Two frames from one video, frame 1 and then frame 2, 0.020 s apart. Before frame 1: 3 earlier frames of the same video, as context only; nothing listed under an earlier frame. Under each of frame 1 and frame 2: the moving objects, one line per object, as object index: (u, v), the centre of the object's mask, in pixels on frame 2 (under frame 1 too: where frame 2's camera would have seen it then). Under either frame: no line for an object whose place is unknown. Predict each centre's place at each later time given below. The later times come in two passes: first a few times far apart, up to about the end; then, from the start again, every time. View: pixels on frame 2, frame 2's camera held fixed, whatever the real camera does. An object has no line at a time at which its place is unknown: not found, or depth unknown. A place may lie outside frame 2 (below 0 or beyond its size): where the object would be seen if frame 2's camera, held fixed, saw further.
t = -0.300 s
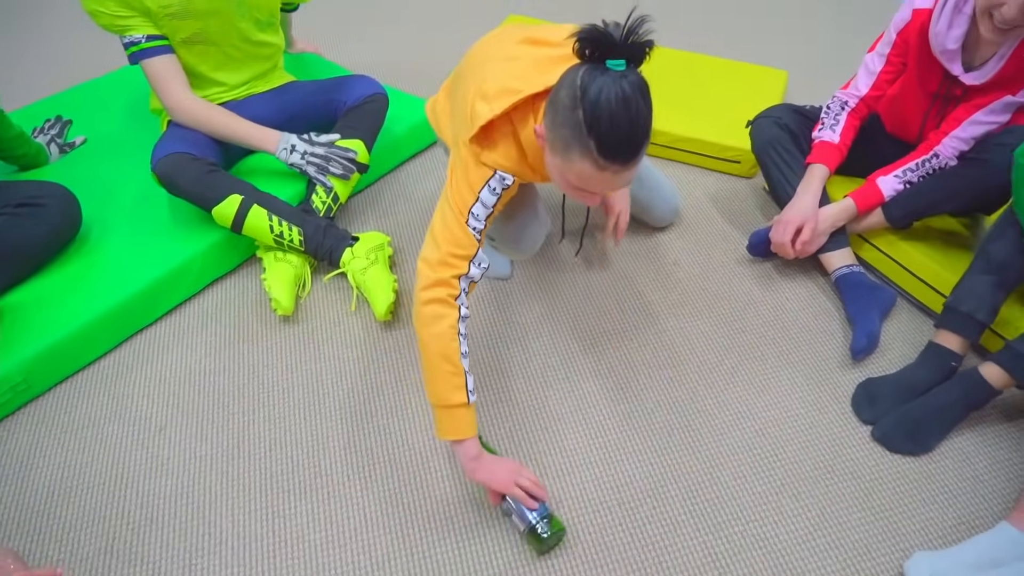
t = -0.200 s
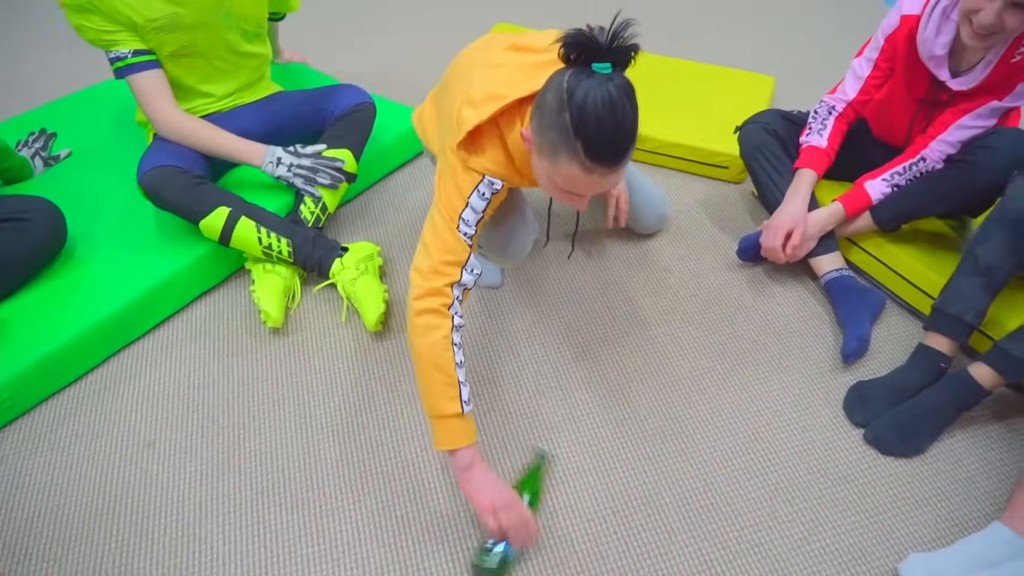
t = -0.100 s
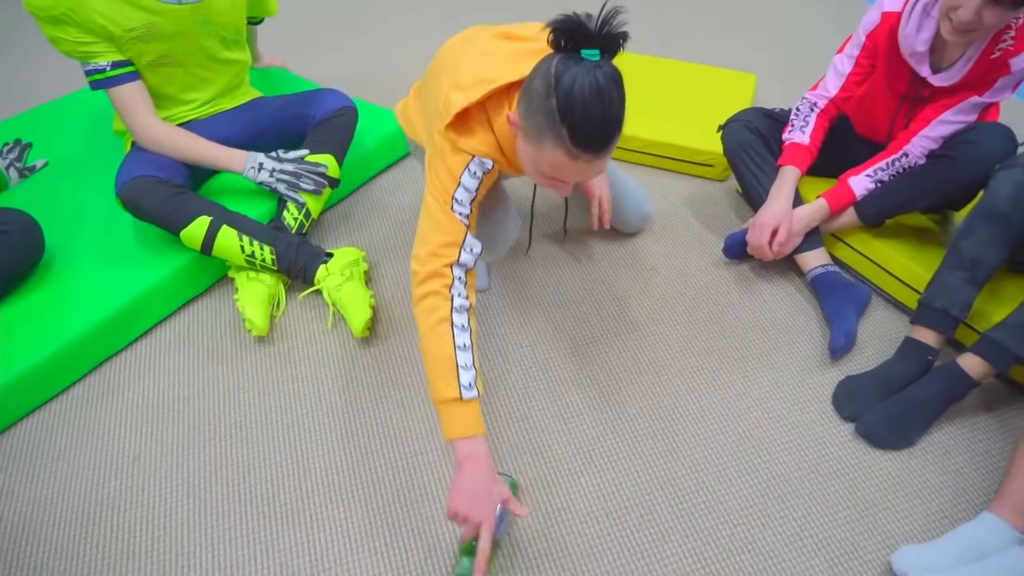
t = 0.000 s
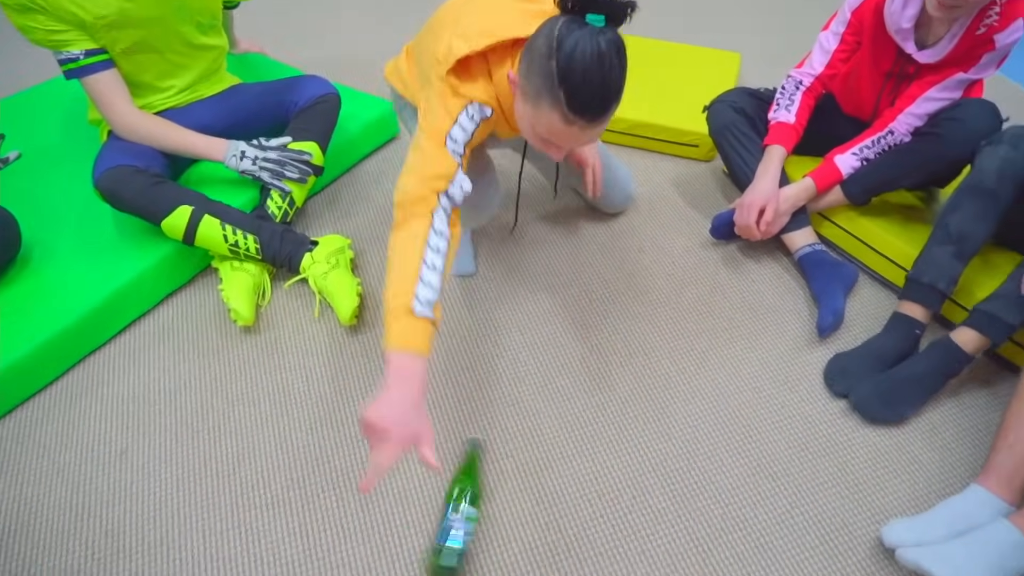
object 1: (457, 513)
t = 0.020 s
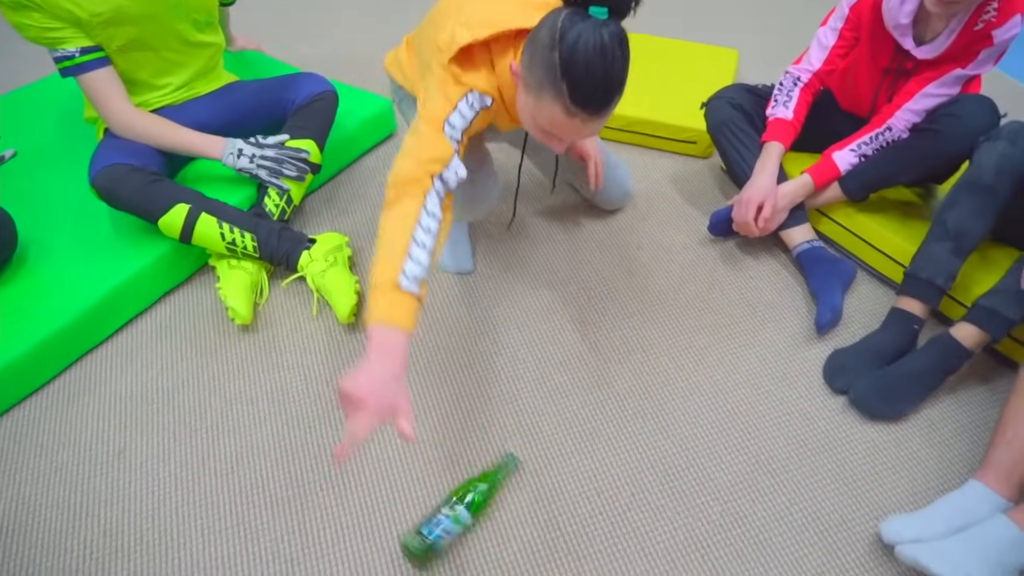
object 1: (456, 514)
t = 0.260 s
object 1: (437, 519)
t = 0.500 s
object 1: (428, 526)
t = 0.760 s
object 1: (425, 528)
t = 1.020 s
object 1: (429, 540)
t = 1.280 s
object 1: (426, 529)
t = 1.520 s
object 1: (430, 531)
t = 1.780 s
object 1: (437, 532)
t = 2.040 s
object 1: (439, 552)
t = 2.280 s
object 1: (433, 561)
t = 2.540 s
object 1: (438, 556)
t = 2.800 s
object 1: (445, 552)
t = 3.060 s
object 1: (444, 549)
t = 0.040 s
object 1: (458, 515)
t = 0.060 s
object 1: (456, 517)
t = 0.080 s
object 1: (451, 521)
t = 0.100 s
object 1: (446, 519)
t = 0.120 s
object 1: (440, 522)
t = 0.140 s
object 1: (434, 523)
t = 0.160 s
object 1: (433, 519)
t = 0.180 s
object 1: (434, 516)
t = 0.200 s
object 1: (436, 516)
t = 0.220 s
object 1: (436, 519)
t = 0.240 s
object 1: (435, 519)
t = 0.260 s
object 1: (437, 519)
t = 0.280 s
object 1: (437, 521)
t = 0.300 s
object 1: (436, 524)
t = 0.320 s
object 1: (434, 527)
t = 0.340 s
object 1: (431, 530)
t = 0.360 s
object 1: (425, 532)
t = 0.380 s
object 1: (422, 529)
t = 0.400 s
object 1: (420, 526)
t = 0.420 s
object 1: (420, 523)
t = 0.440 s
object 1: (424, 521)
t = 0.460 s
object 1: (427, 521)
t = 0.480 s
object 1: (428, 524)
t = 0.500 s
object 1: (428, 526)
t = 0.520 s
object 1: (428, 525)
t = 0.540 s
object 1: (429, 526)
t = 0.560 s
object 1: (432, 528)
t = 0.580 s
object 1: (432, 529)
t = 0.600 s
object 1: (431, 531)
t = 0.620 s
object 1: (429, 535)
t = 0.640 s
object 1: (426, 535)
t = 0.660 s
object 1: (424, 534)
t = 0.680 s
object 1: (421, 534)
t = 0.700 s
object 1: (421, 532)
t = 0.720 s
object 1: (421, 530)
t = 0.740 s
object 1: (421, 528)
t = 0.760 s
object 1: (425, 528)
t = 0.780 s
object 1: (428, 529)
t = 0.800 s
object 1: (428, 531)
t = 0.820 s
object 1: (428, 530)
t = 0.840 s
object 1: (428, 529)
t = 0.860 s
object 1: (430, 528)
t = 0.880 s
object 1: (432, 529)
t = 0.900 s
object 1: (433, 531)
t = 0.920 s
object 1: (435, 532)
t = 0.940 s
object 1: (435, 533)
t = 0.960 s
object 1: (435, 535)
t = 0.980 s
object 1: (433, 536)
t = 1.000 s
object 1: (431, 539)
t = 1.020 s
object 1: (429, 540)
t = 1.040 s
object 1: (425, 541)
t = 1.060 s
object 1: (423, 540)
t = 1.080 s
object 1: (420, 540)
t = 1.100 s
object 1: (420, 538)
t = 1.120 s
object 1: (420, 535)
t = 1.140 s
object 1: (419, 533)
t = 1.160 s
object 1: (421, 531)
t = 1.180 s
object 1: (423, 530)
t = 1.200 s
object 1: (425, 530)
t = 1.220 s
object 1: (425, 530)
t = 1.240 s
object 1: (426, 530)
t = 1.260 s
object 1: (426, 530)
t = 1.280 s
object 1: (426, 529)
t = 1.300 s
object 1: (427, 529)
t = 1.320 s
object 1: (427, 528)
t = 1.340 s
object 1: (428, 529)
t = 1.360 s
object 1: (430, 528)
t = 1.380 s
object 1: (432, 530)
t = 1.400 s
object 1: (434, 530)
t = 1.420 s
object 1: (434, 531)
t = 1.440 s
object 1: (432, 531)
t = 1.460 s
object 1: (432, 531)
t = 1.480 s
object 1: (432, 531)
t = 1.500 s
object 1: (431, 530)
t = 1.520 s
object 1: (430, 531)
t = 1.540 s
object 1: (430, 531)
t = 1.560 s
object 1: (430, 531)
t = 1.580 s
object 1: (429, 531)
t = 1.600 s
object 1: (429, 531)
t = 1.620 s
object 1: (430, 530)
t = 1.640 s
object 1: (430, 530)
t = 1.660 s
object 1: (431, 530)
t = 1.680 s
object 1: (431, 530)
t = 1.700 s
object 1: (433, 530)
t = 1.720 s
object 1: (434, 529)
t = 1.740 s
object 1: (435, 531)
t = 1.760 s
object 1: (437, 531)
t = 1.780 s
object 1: (437, 532)
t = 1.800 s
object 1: (438, 534)
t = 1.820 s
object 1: (438, 535)
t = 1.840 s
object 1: (439, 536)
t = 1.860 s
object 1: (439, 538)
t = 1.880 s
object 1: (440, 539)
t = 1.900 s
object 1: (440, 541)
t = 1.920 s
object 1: (441, 543)
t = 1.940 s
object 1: (441, 544)
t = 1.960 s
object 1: (441, 545)
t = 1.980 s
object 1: (440, 547)
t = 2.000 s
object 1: (440, 548)
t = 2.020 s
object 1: (439, 550)
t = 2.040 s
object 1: (439, 552)
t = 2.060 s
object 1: (438, 553)
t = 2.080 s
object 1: (437, 554)
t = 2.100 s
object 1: (436, 555)
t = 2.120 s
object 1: (436, 557)
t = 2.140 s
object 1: (435, 558)
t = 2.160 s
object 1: (435, 559)
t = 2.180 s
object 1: (434, 560)
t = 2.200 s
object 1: (434, 560)
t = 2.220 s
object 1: (434, 560)
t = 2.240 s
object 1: (433, 560)
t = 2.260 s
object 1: (433, 560)
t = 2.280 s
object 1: (433, 561)
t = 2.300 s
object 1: (433, 561)
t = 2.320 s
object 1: (433, 560)
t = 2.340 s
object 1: (434, 560)
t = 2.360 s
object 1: (434, 561)
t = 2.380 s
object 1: (434, 560)
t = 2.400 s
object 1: (435, 560)
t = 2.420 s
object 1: (435, 560)
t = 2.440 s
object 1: (435, 559)
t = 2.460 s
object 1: (436, 559)
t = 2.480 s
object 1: (436, 558)
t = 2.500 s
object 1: (437, 557)
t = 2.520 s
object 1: (437, 556)
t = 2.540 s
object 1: (438, 556)
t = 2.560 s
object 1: (438, 555)
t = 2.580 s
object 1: (439, 554)
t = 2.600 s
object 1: (439, 554)
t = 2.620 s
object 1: (440, 554)
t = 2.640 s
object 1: (440, 553)
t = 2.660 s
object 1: (441, 553)
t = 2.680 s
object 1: (442, 553)
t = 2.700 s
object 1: (443, 552)
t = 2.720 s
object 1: (443, 552)
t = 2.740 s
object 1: (444, 553)
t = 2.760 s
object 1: (444, 552)
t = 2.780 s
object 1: (444, 552)
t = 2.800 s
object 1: (445, 552)
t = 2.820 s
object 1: (445, 551)
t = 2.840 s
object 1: (445, 551)
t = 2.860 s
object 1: (446, 551)
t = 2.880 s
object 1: (446, 552)
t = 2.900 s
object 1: (445, 551)
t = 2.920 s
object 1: (445, 551)
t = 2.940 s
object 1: (445, 550)
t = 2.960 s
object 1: (445, 550)
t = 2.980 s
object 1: (445, 549)
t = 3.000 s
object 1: (444, 549)
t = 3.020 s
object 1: (444, 549)
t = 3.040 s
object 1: (444, 549)
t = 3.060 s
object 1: (444, 549)
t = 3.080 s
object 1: (444, 548)
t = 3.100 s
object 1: (445, 549)
